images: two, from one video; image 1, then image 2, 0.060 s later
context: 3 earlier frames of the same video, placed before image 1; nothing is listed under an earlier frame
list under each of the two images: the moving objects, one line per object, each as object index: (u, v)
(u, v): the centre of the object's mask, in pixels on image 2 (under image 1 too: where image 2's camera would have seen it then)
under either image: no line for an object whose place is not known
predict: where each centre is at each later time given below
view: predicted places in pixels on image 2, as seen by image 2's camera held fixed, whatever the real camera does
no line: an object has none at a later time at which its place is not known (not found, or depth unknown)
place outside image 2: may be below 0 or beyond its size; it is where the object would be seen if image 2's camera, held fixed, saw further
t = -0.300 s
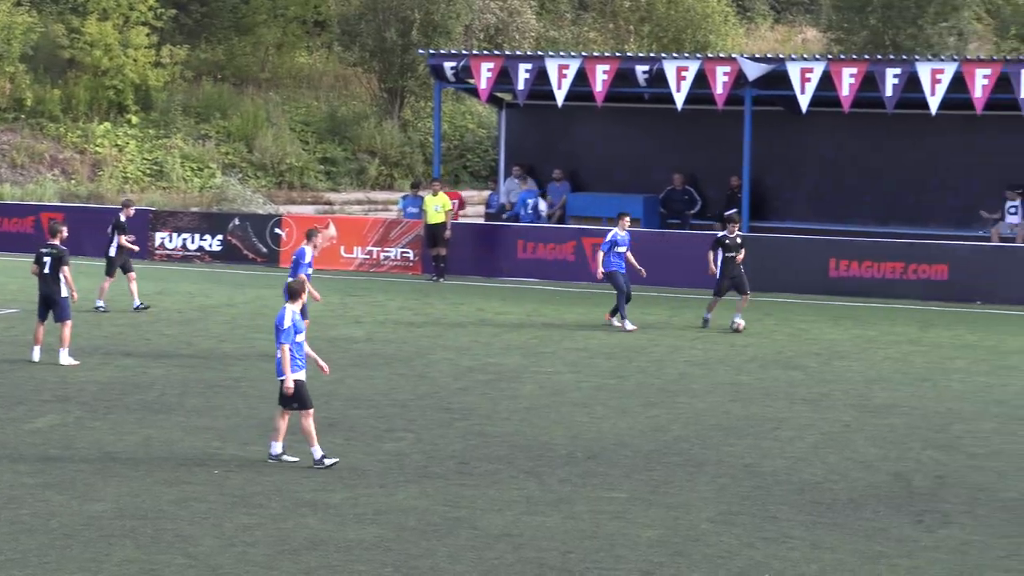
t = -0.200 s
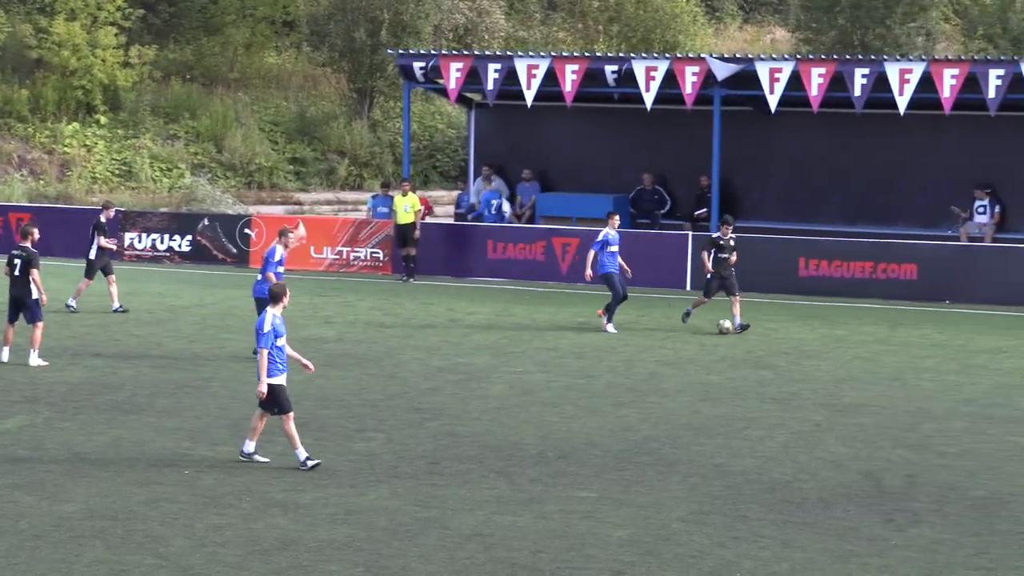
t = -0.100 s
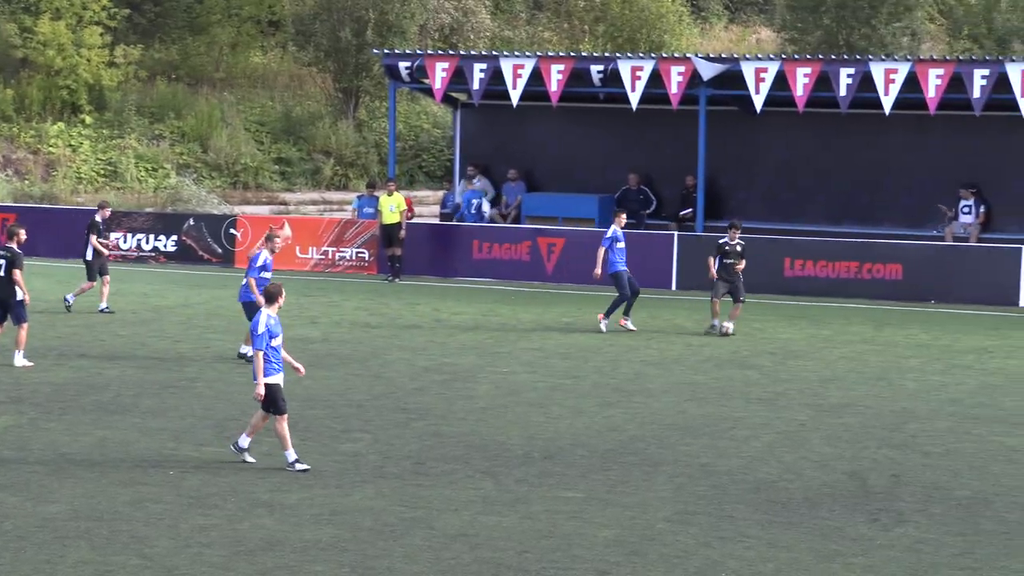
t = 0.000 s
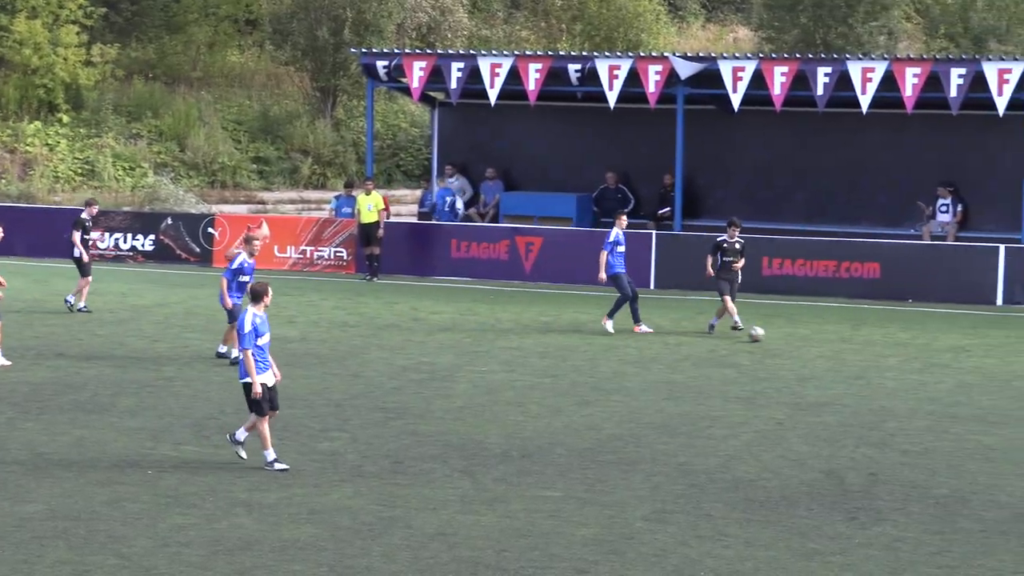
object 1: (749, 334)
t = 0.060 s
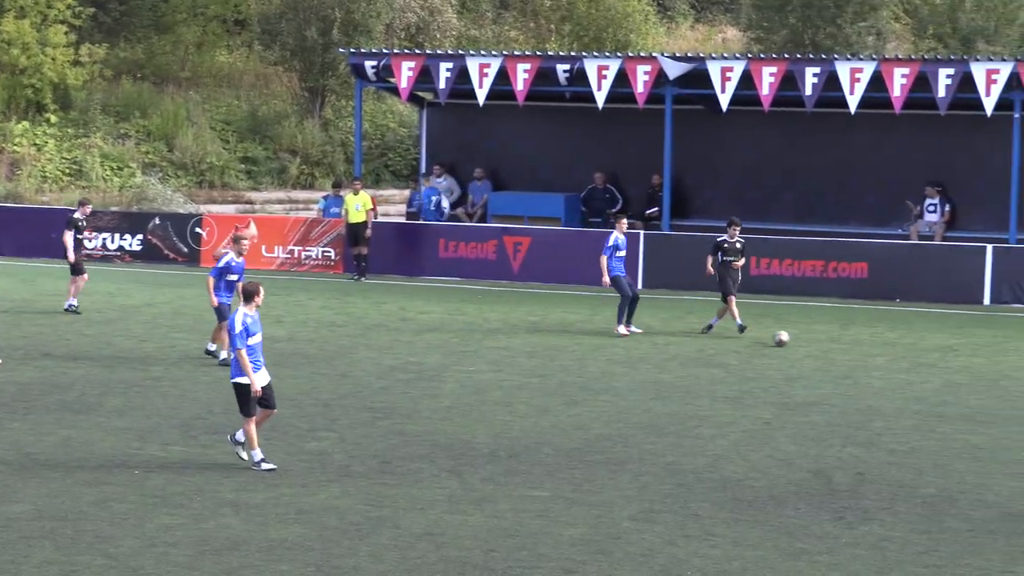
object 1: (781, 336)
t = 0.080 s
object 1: (792, 338)
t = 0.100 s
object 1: (802, 342)
